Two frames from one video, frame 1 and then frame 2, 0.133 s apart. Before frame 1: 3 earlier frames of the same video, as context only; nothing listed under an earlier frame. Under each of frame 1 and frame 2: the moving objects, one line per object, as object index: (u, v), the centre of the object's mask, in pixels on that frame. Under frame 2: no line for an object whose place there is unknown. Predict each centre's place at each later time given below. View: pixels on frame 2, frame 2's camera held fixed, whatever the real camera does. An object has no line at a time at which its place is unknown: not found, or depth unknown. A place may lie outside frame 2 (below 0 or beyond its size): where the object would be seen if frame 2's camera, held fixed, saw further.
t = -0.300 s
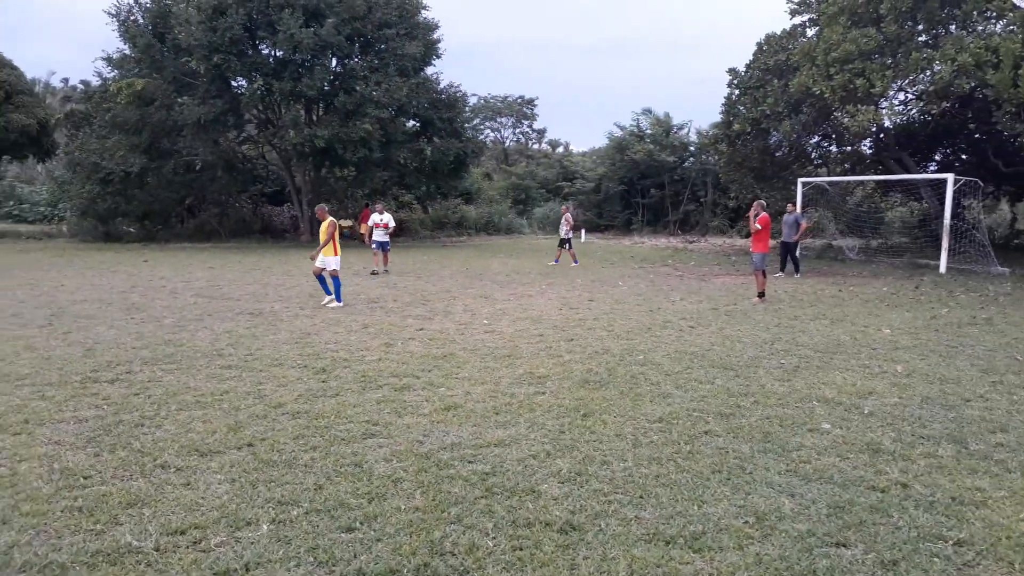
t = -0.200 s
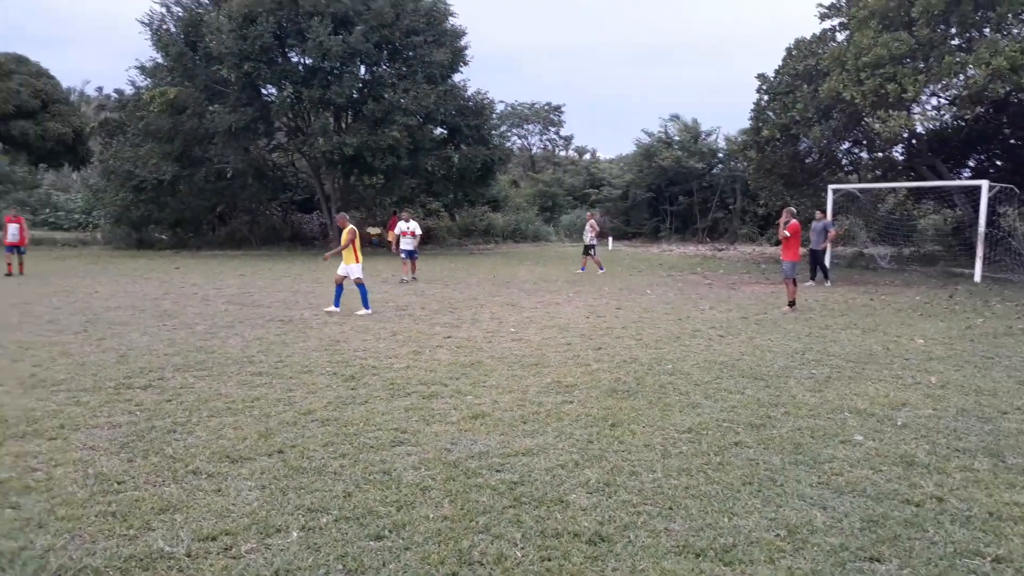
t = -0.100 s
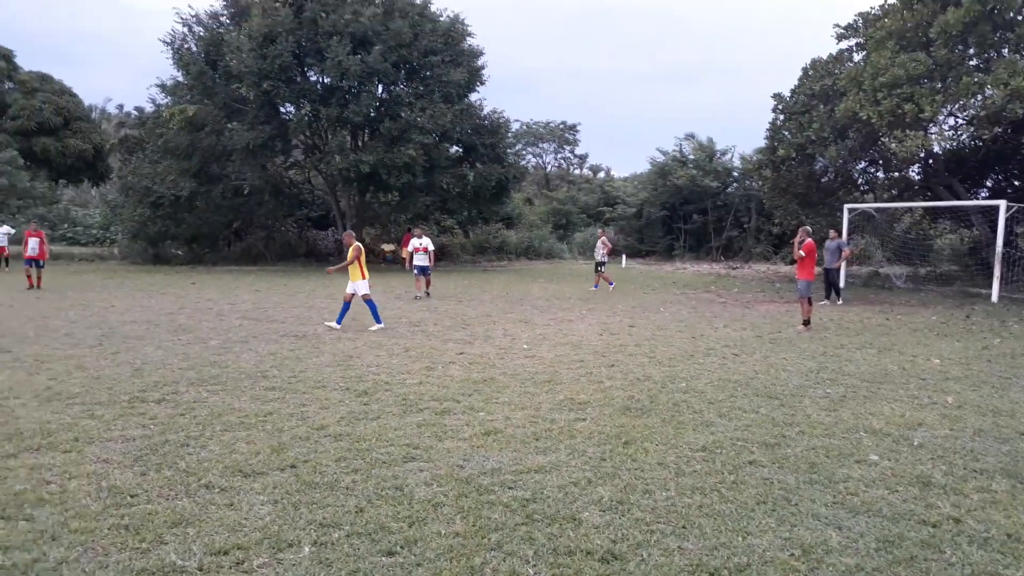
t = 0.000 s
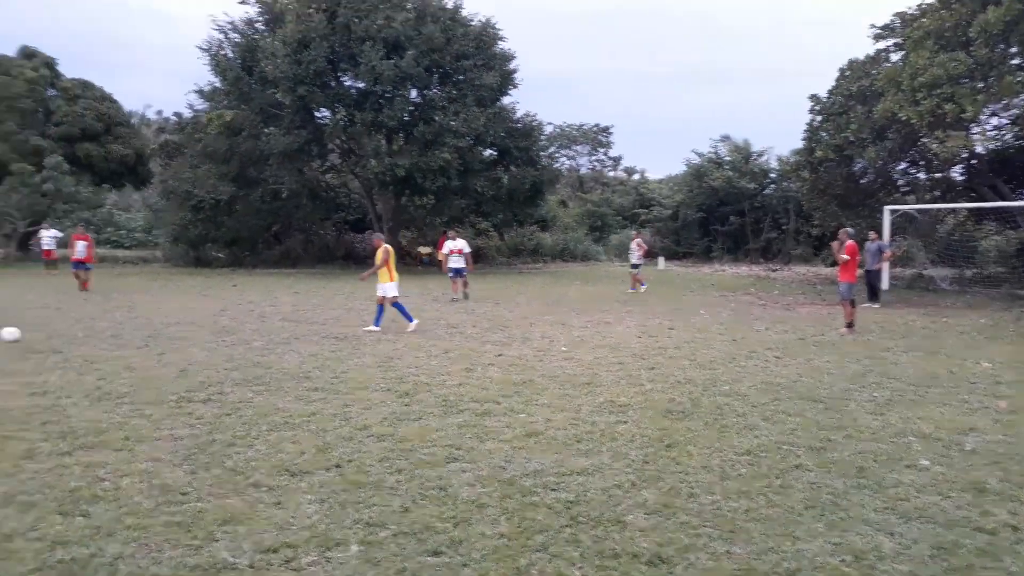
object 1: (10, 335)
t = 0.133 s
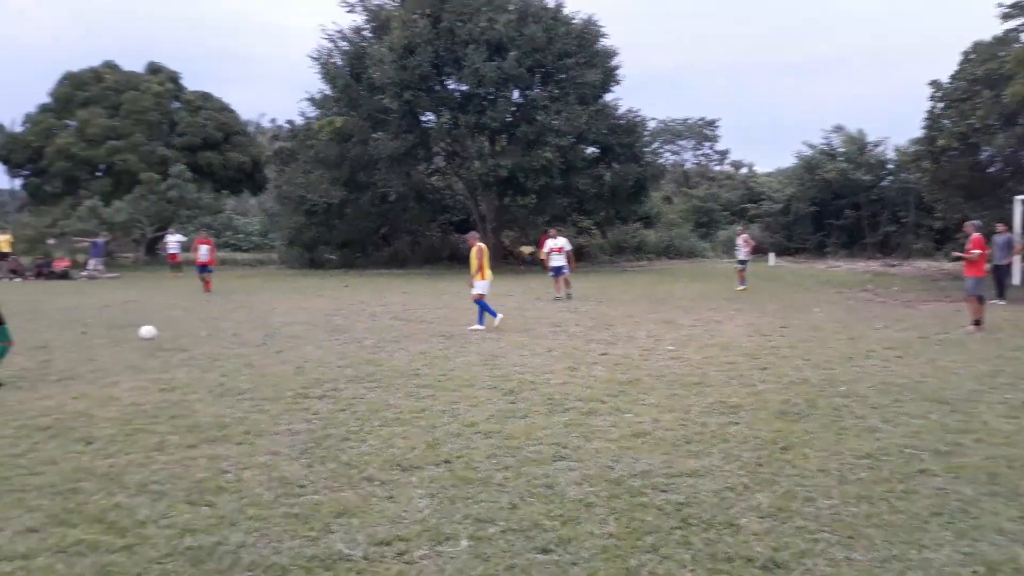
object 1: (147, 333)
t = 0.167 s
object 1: (150, 332)
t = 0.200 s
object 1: (153, 331)
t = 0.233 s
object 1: (156, 330)
